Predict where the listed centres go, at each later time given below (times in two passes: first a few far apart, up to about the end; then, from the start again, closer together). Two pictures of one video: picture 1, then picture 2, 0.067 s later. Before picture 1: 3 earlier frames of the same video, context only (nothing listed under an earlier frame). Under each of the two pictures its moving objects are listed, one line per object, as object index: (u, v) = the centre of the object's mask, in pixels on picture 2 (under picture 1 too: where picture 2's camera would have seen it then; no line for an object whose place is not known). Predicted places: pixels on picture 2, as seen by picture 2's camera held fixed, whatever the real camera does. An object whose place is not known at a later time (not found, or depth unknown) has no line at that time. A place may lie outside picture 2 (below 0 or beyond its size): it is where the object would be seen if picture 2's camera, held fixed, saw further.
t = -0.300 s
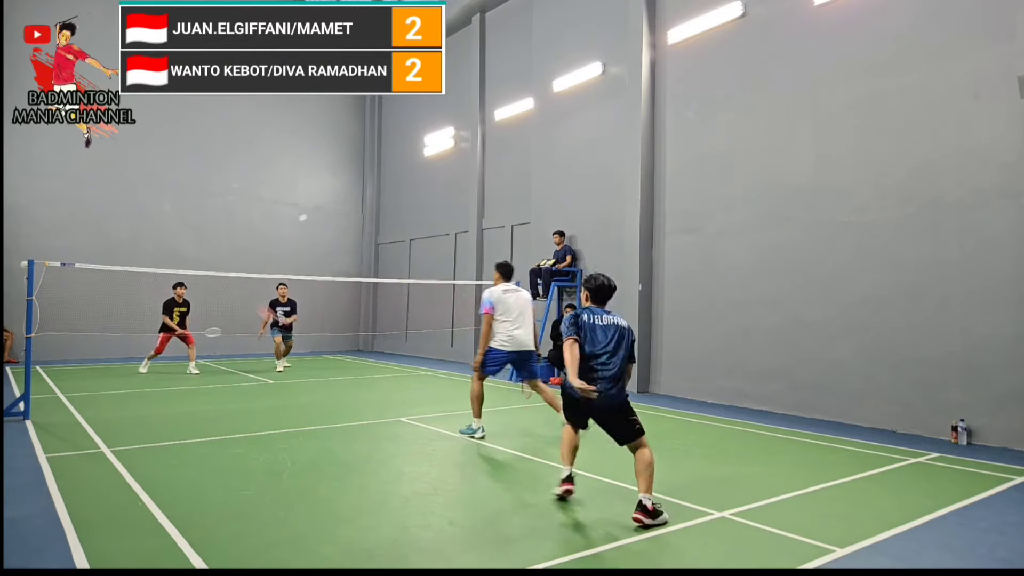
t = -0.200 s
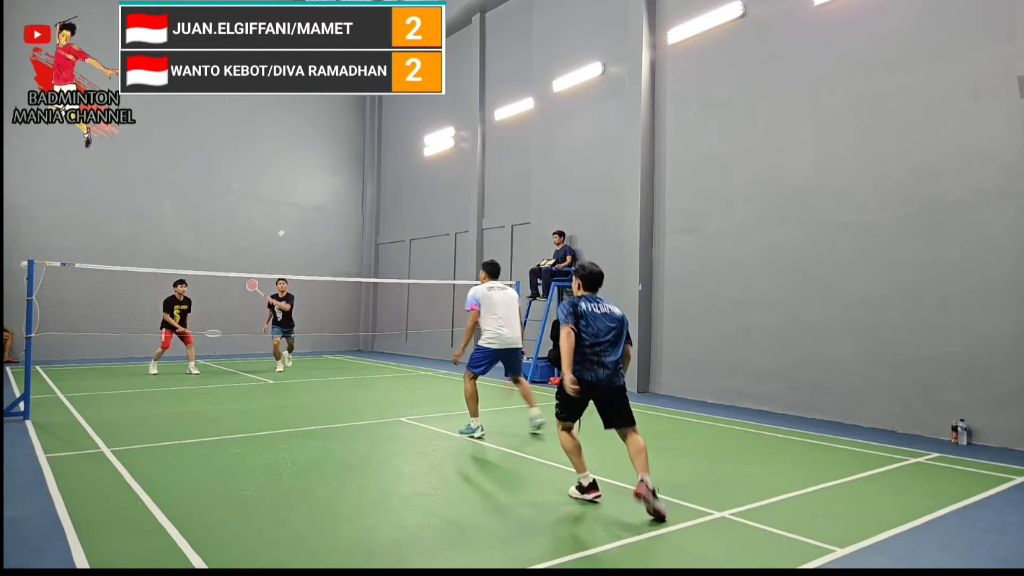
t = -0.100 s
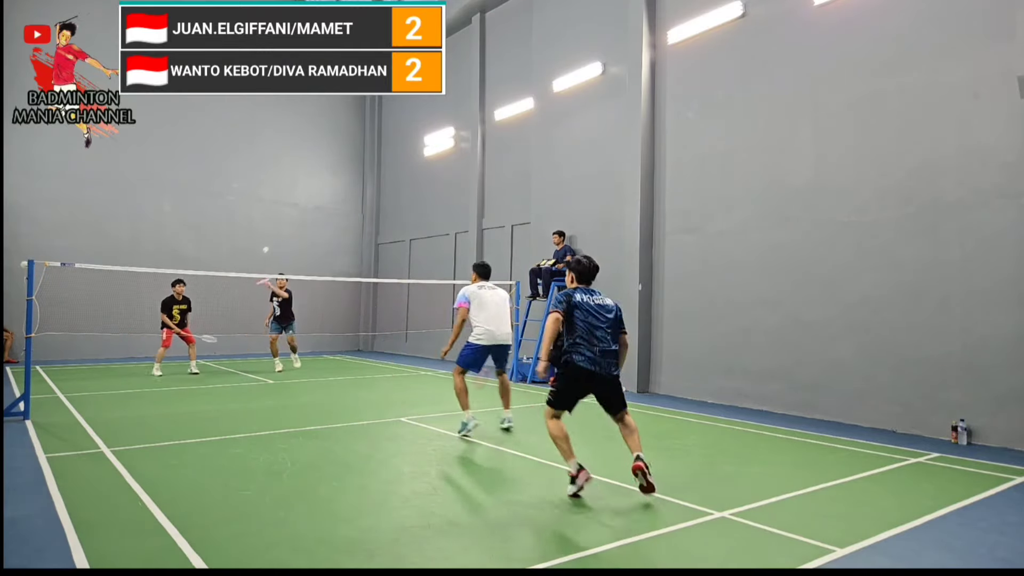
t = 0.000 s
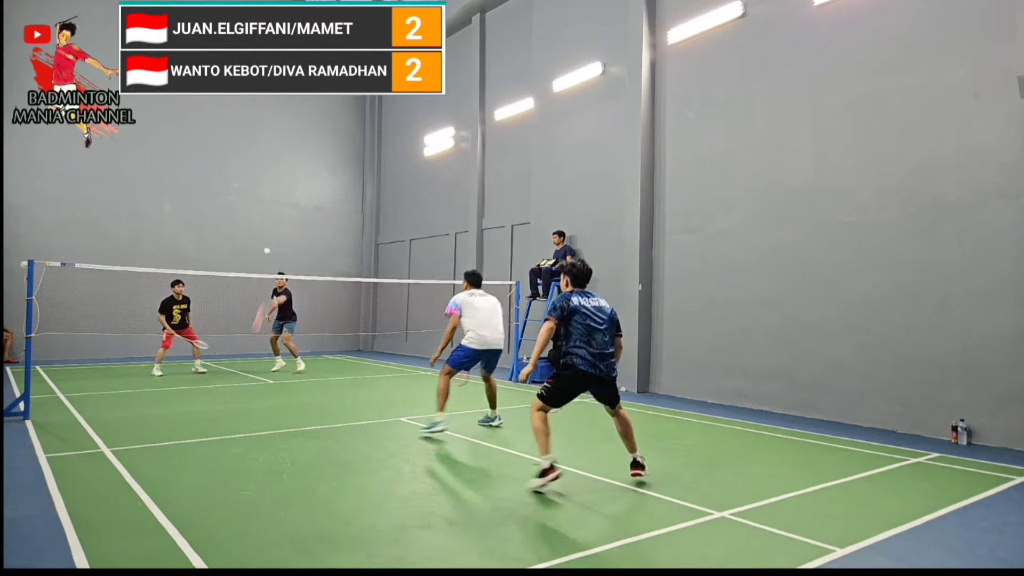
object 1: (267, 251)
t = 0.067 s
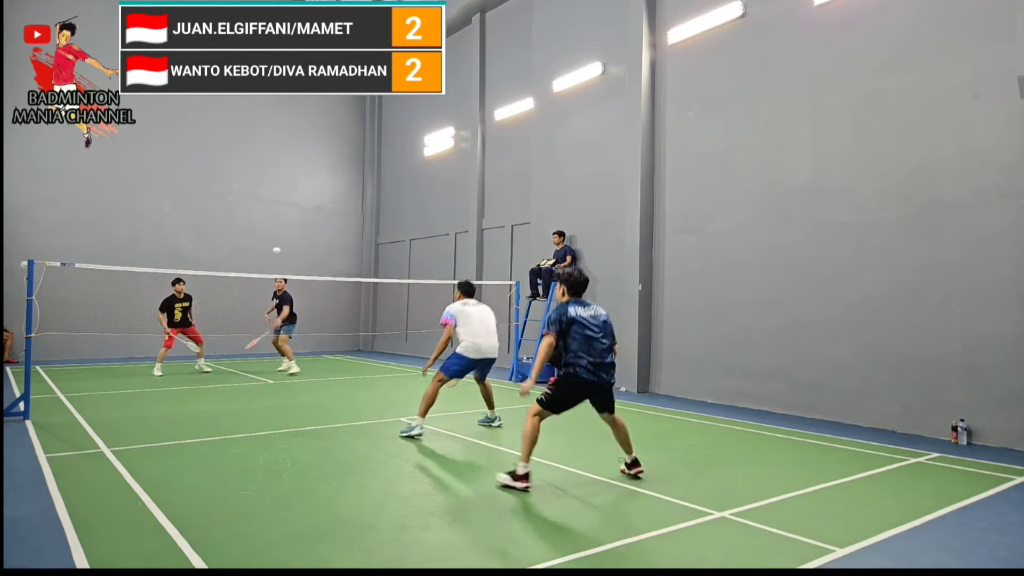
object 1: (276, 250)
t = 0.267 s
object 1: (303, 266)
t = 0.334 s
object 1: (312, 282)
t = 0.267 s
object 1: (303, 266)
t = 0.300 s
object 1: (308, 273)
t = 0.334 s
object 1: (312, 282)
